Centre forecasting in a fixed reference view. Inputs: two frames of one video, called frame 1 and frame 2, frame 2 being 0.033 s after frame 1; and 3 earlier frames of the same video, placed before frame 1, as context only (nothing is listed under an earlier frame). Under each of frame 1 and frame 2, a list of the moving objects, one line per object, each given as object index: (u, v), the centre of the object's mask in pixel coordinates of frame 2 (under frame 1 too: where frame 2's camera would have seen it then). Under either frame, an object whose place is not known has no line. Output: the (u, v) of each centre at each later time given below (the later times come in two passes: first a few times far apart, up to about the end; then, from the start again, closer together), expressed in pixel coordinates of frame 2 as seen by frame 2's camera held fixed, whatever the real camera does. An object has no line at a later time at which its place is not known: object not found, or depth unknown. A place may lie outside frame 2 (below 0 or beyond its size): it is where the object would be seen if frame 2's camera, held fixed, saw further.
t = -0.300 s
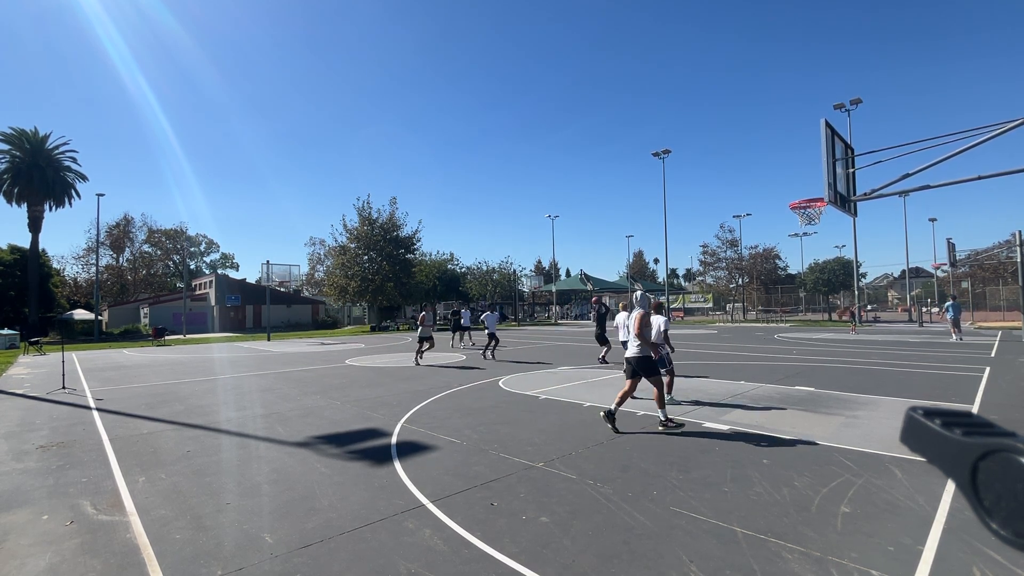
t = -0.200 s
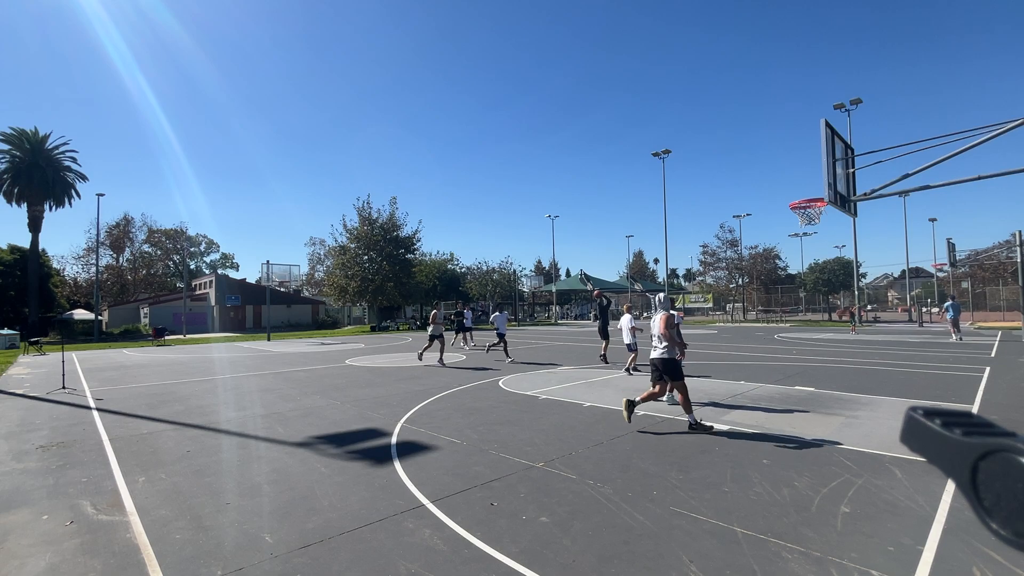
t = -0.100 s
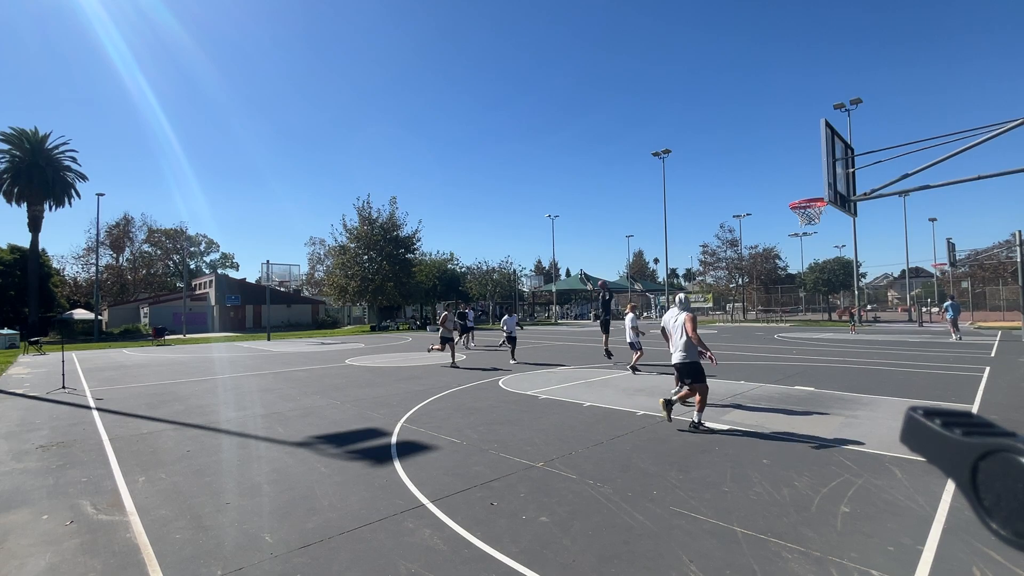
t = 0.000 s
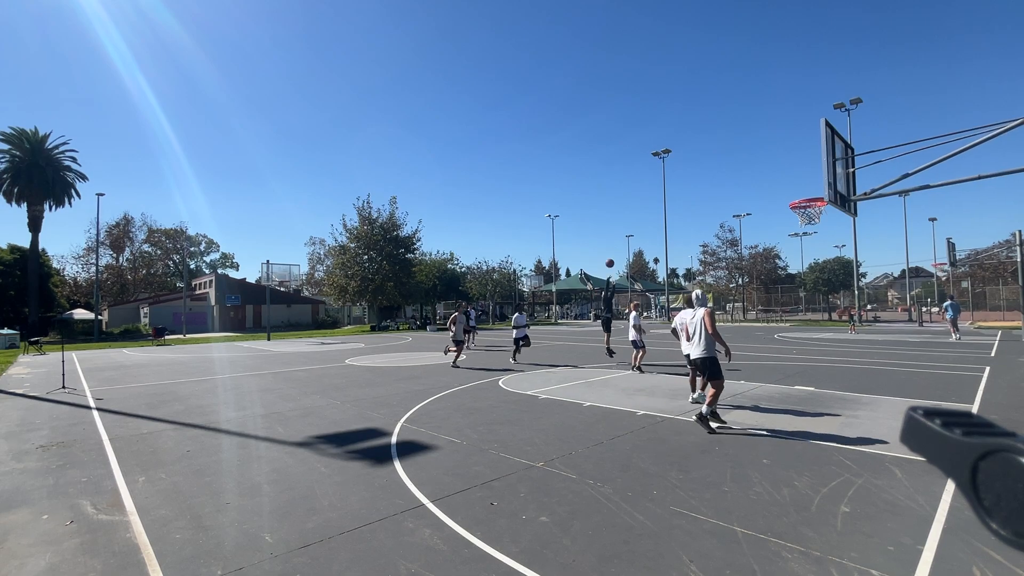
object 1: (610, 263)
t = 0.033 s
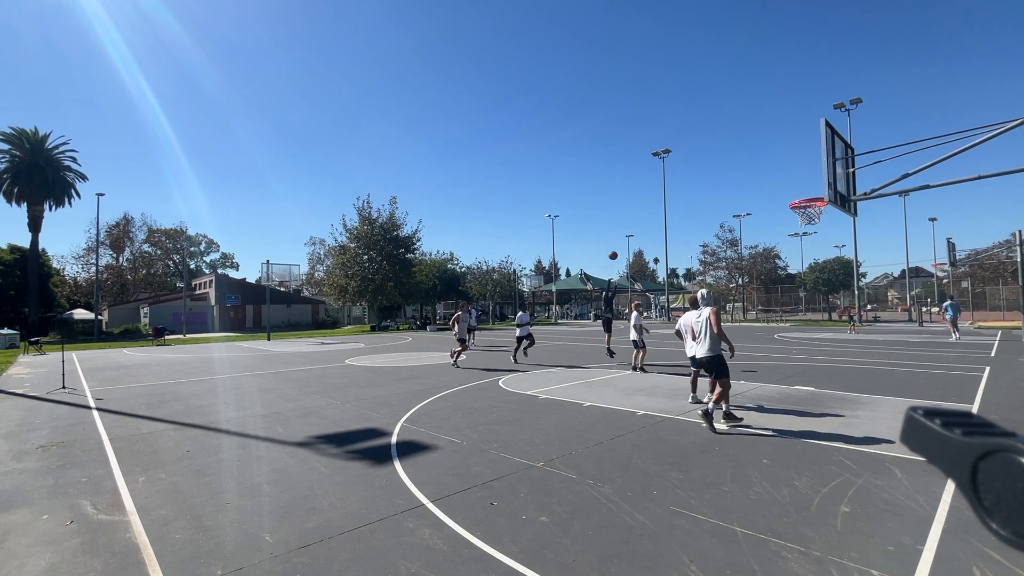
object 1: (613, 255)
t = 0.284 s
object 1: (640, 205)
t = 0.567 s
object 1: (680, 168)
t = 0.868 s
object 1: (736, 162)
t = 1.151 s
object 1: (809, 194)
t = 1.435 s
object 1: (815, 153)
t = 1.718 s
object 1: (801, 150)
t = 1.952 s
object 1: (789, 192)
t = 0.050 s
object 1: (614, 252)
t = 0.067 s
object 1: (616, 248)
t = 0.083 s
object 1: (618, 244)
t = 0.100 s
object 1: (619, 241)
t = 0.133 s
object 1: (623, 234)
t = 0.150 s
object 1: (625, 230)
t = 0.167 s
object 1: (626, 227)
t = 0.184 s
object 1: (628, 223)
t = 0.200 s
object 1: (630, 220)
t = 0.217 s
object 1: (632, 217)
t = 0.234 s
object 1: (634, 214)
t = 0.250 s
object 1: (636, 211)
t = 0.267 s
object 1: (638, 208)
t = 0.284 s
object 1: (640, 205)
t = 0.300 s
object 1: (642, 202)
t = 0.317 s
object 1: (644, 200)
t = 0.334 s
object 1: (646, 197)
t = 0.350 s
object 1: (649, 194)
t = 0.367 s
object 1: (651, 192)
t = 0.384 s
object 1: (653, 189)
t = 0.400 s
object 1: (655, 187)
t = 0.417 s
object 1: (657, 185)
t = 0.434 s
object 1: (660, 182)
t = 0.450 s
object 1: (662, 180)
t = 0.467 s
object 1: (665, 178)
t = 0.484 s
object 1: (667, 176)
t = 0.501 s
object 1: (669, 174)
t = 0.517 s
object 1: (672, 172)
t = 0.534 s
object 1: (674, 171)
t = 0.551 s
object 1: (677, 169)
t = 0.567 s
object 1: (680, 168)
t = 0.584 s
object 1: (682, 167)
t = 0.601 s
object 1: (685, 165)
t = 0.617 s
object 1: (688, 164)
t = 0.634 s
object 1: (691, 163)
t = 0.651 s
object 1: (693, 162)
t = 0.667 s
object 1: (696, 161)
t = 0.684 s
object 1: (699, 161)
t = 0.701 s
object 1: (702, 160)
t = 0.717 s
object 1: (705, 160)
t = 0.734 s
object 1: (709, 159)
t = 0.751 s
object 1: (712, 159)
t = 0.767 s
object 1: (715, 159)
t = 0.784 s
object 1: (718, 159)
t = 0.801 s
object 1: (722, 159)
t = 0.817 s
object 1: (725, 160)
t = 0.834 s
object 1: (729, 160)
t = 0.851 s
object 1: (732, 161)
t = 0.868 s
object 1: (736, 162)
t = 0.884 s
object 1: (740, 163)
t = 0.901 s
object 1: (744, 164)
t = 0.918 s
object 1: (748, 165)
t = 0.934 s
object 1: (752, 167)
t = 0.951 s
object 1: (756, 169)
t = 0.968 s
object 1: (760, 171)
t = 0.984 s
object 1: (764, 173)
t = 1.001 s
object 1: (769, 175)
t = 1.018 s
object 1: (773, 178)
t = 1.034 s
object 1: (778, 180)
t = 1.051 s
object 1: (782, 183)
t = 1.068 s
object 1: (787, 187)
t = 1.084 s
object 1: (792, 190)
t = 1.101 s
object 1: (797, 193)
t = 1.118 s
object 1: (802, 195)
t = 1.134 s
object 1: (806, 195)
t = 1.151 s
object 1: (809, 194)
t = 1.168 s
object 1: (812, 193)
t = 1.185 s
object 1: (815, 192)
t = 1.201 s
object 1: (817, 192)
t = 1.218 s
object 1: (817, 190)
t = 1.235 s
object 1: (817, 187)
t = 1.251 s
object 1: (817, 183)
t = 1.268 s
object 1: (817, 180)
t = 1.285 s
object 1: (817, 176)
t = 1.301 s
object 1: (817, 173)
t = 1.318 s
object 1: (817, 170)
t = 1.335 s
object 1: (817, 167)
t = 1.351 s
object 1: (817, 164)
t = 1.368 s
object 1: (817, 162)
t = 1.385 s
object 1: (817, 159)
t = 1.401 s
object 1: (817, 157)
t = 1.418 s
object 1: (816, 155)
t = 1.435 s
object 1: (815, 153)
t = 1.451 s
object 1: (815, 151)
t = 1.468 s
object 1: (814, 150)
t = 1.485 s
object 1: (813, 148)
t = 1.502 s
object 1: (813, 147)
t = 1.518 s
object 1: (812, 146)
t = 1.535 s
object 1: (812, 145)
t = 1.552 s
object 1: (811, 145)
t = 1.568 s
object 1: (810, 144)
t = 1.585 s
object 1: (809, 144)
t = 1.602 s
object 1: (808, 144)
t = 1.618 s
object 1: (807, 144)
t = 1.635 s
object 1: (806, 145)
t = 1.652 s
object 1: (805, 145)
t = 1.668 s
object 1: (804, 146)
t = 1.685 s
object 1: (803, 147)
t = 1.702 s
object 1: (802, 148)
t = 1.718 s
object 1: (801, 150)
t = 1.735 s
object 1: (801, 151)
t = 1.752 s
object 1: (799, 153)
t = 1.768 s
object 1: (798, 155)
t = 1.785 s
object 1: (798, 157)
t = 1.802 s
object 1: (797, 160)
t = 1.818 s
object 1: (796, 163)
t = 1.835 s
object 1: (795, 165)
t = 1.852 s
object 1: (794, 169)
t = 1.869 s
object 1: (793, 172)
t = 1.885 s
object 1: (793, 175)
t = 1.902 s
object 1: (792, 179)
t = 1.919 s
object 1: (791, 183)
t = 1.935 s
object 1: (790, 187)
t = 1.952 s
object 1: (789, 192)
